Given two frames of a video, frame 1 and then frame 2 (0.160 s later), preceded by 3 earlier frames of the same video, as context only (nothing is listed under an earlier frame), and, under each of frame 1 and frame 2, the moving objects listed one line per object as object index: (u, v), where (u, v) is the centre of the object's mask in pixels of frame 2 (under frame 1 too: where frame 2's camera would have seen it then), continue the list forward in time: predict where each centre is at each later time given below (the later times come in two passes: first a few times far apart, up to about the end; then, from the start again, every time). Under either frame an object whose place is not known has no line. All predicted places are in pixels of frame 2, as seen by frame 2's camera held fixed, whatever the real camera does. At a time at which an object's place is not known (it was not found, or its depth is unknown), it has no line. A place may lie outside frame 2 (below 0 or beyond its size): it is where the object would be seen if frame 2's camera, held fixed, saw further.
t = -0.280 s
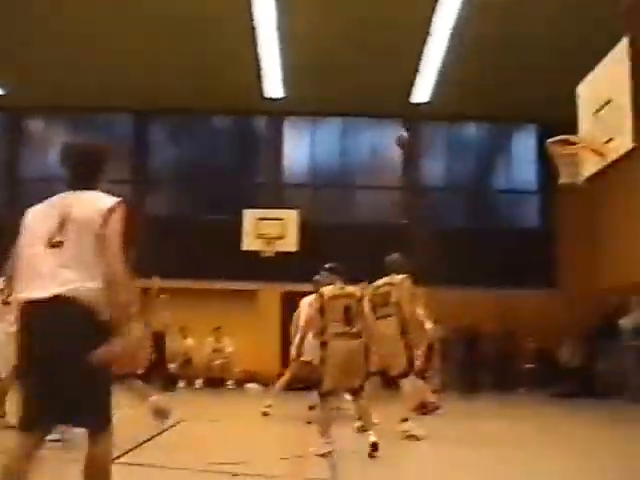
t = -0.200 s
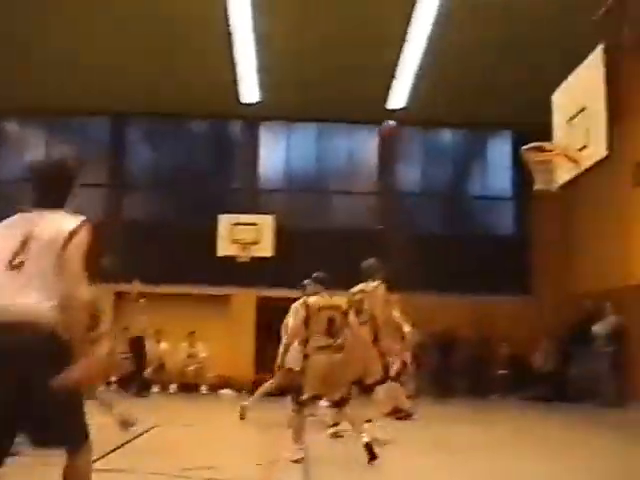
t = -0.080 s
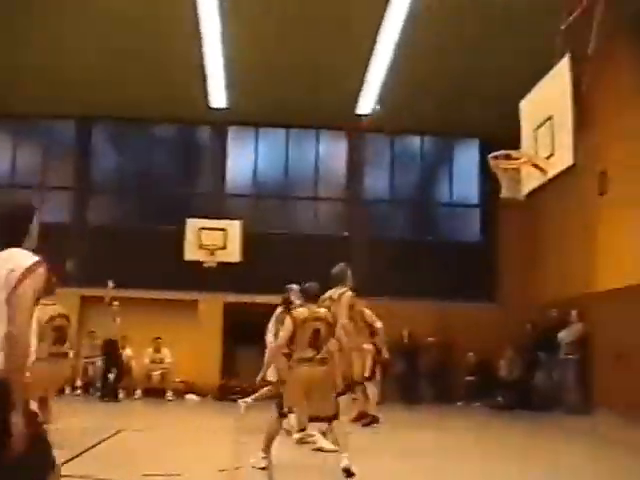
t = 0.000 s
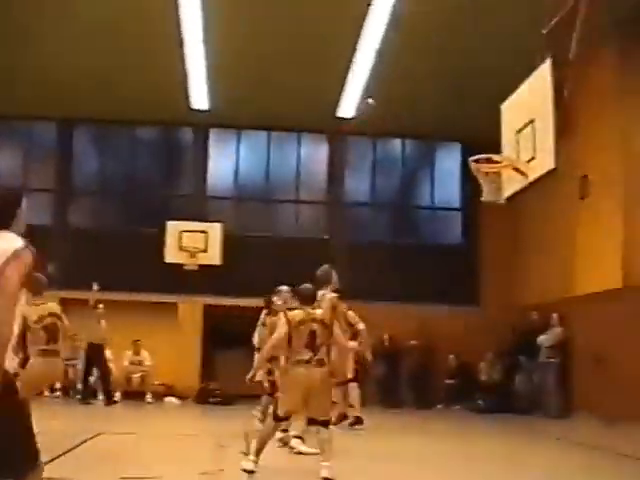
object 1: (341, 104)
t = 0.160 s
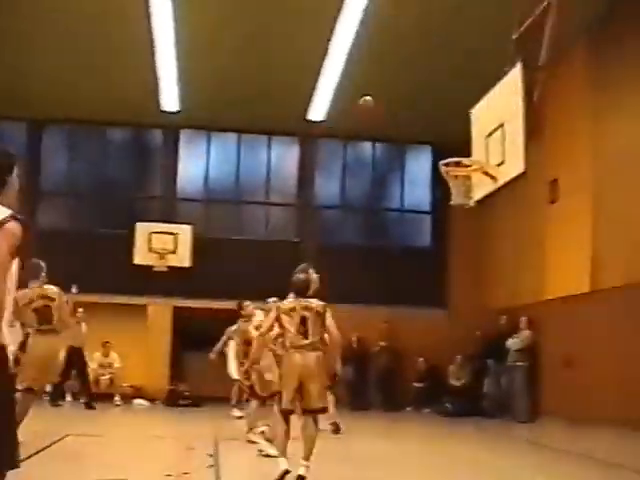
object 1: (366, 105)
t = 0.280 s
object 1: (389, 114)
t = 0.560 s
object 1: (420, 137)
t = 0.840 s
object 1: (371, 123)
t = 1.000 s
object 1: (341, 144)
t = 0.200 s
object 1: (374, 107)
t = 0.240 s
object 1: (381, 109)
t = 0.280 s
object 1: (389, 114)
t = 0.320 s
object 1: (397, 121)
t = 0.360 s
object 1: (405, 129)
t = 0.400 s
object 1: (413, 134)
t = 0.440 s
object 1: (424, 143)
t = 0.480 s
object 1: (432, 154)
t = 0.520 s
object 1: (428, 147)
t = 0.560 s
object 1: (420, 137)
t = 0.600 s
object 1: (415, 132)
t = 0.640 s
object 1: (407, 128)
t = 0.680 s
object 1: (401, 127)
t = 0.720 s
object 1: (394, 124)
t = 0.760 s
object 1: (388, 123)
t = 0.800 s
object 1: (379, 121)
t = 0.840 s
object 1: (371, 123)
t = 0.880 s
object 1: (365, 126)
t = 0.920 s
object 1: (356, 130)
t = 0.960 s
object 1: (348, 136)
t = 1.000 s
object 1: (341, 144)
